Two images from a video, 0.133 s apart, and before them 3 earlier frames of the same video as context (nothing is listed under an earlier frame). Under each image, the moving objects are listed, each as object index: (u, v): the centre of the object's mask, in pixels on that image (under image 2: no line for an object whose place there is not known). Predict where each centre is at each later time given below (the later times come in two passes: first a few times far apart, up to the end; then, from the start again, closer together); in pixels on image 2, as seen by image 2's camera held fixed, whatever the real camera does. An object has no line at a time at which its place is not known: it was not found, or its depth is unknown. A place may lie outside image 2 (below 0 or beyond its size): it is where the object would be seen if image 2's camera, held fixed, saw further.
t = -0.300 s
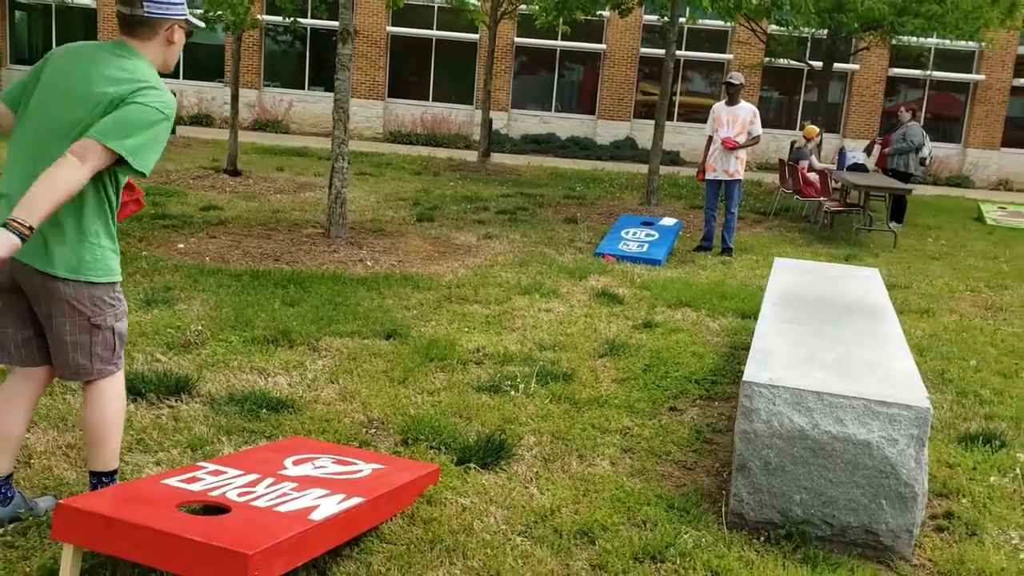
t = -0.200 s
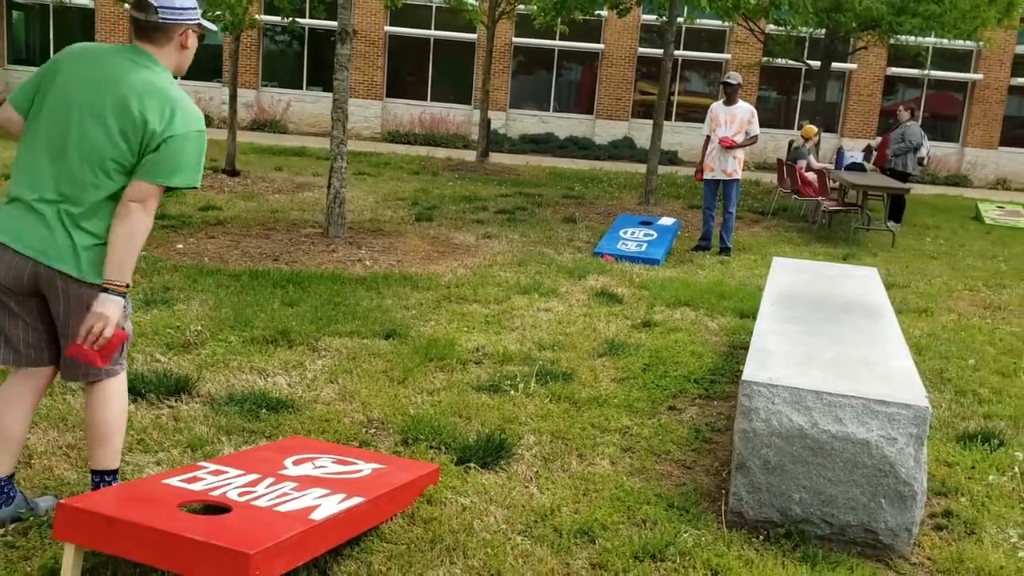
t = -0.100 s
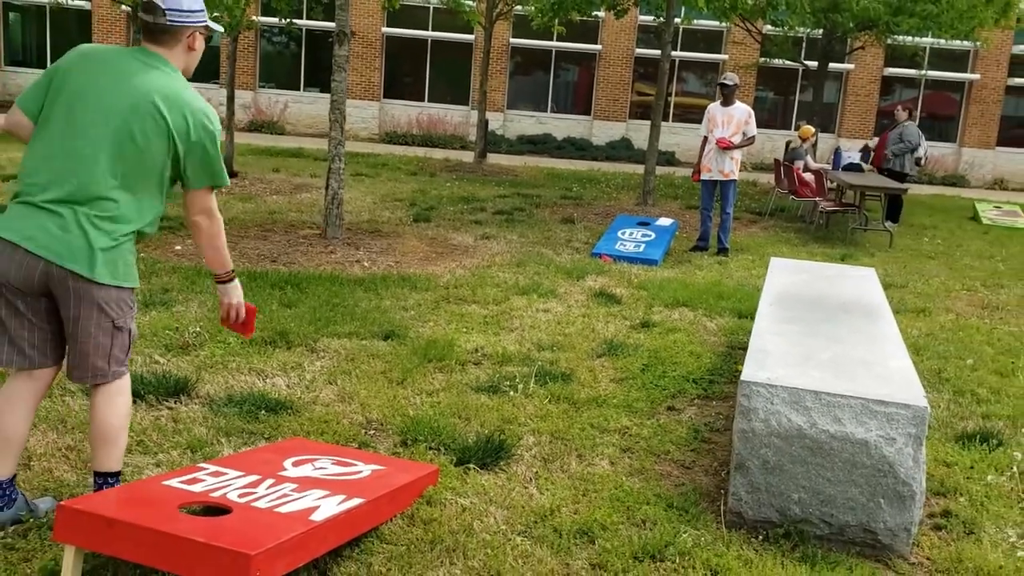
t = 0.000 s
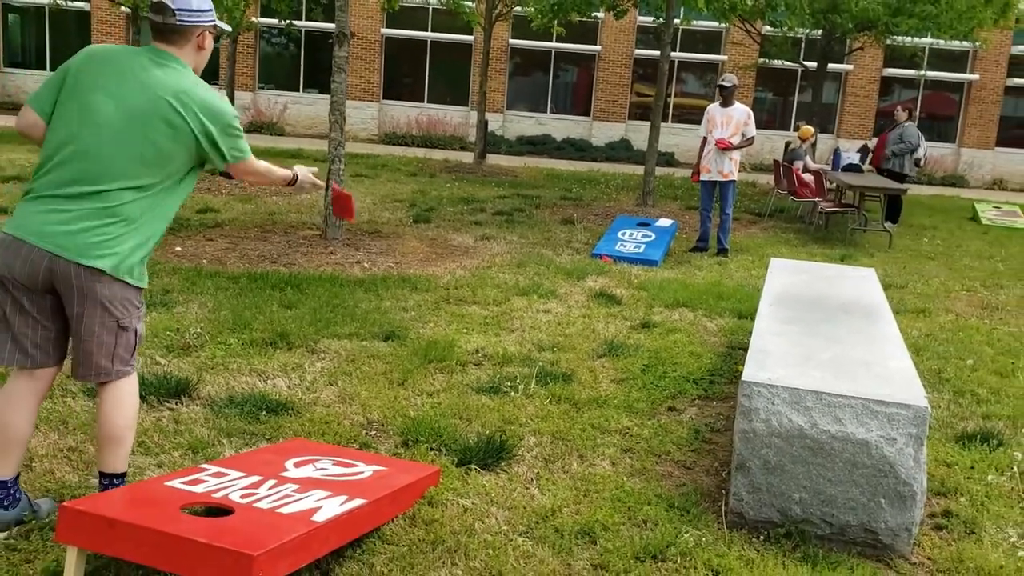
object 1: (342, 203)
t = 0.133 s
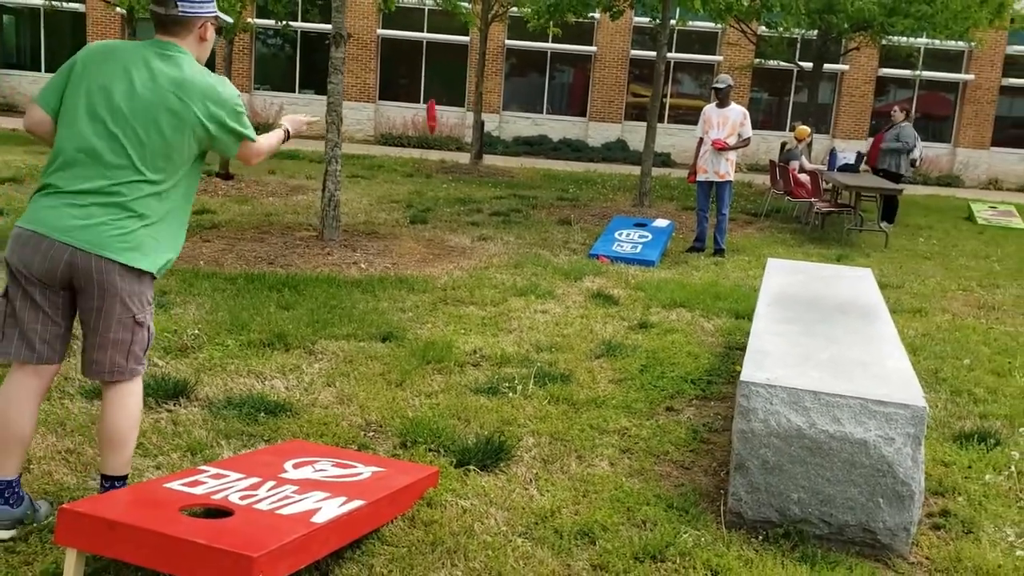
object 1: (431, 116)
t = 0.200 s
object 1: (466, 95)
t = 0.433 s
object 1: (549, 94)
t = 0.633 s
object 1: (591, 150)
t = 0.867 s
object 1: (614, 232)
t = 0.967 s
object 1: (620, 226)
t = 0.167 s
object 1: (450, 103)
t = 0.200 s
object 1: (466, 95)
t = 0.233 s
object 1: (482, 88)
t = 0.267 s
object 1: (496, 85)
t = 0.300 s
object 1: (509, 84)
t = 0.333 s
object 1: (520, 83)
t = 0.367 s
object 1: (530, 85)
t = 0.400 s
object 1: (540, 89)
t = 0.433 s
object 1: (549, 94)
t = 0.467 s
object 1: (558, 101)
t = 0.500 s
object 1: (565, 108)
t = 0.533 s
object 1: (573, 117)
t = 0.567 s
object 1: (579, 128)
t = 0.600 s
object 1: (585, 138)
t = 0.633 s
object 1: (591, 150)
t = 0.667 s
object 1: (596, 161)
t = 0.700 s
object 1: (600, 174)
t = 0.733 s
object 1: (604, 187)
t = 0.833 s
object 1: (611, 230)
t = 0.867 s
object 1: (614, 232)
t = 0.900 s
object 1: (616, 229)
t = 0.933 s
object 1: (618, 228)
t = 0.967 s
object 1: (620, 226)
